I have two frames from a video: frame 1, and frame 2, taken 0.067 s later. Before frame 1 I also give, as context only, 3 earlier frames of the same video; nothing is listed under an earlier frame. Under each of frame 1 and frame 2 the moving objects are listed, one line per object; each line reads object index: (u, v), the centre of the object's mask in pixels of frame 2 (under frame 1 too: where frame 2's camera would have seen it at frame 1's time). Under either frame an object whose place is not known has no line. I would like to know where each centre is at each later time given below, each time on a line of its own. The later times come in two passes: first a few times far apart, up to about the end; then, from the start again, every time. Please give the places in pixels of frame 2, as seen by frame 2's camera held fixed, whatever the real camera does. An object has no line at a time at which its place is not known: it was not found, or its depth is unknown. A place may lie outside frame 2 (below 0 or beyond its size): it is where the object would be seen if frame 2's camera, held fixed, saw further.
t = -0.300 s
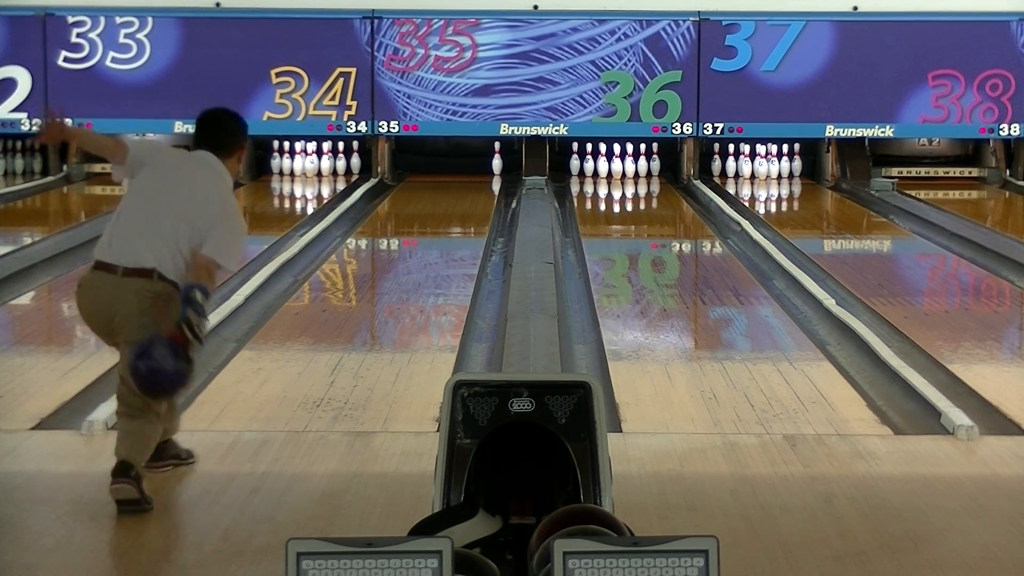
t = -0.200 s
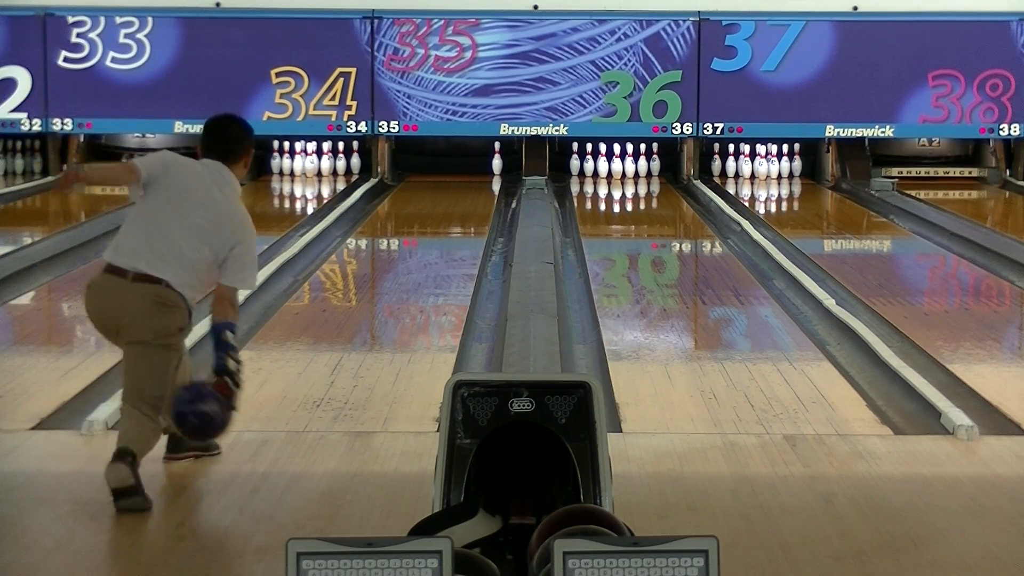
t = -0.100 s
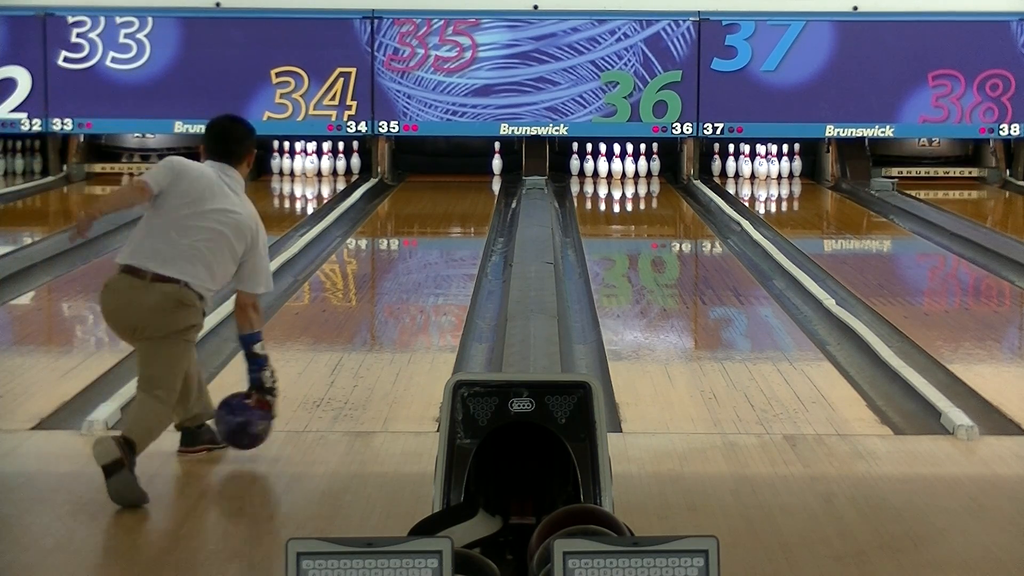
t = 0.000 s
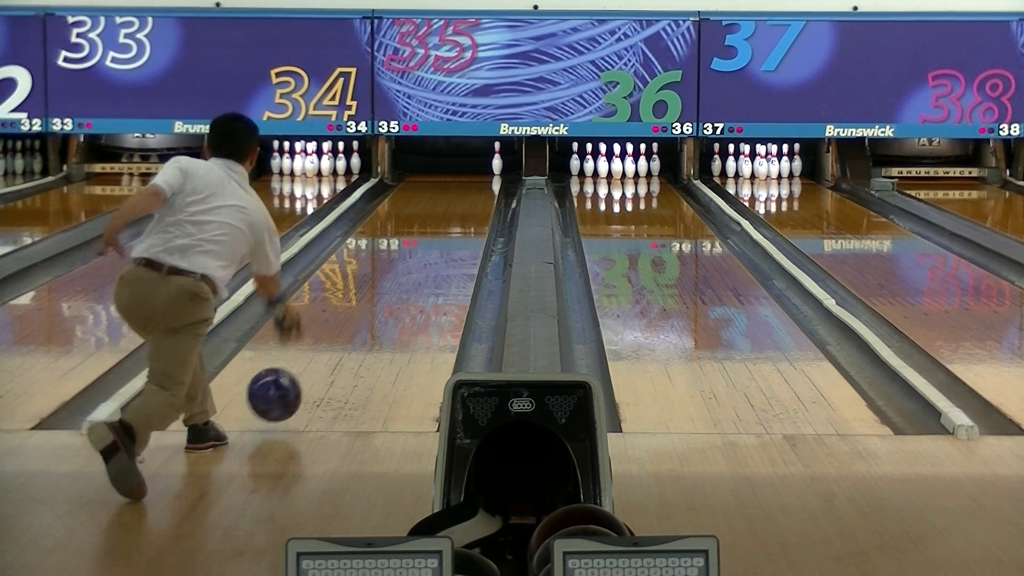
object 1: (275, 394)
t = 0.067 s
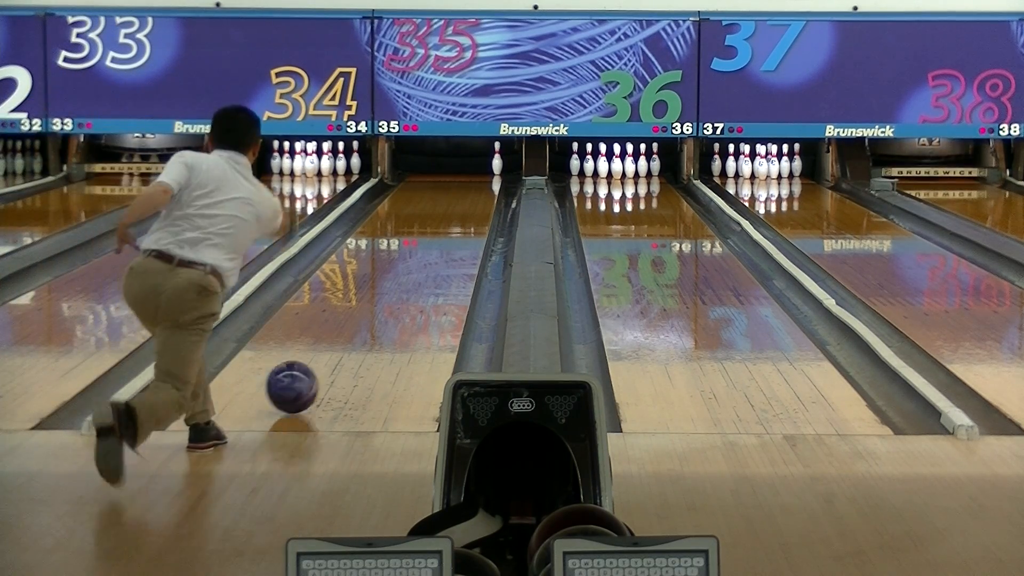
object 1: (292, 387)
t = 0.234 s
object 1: (329, 354)
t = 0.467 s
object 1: (369, 315)
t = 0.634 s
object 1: (392, 294)
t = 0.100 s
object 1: (300, 379)
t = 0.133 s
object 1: (308, 373)
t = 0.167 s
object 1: (315, 366)
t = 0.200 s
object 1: (323, 360)
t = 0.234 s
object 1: (329, 354)
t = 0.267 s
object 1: (335, 348)
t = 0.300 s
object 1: (342, 341)
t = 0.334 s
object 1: (347, 335)
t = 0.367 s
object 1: (353, 330)
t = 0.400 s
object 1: (359, 325)
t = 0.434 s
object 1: (364, 320)
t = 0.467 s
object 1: (369, 315)
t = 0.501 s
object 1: (374, 310)
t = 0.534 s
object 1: (379, 306)
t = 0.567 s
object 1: (383, 302)
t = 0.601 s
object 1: (388, 298)
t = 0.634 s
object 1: (392, 294)
